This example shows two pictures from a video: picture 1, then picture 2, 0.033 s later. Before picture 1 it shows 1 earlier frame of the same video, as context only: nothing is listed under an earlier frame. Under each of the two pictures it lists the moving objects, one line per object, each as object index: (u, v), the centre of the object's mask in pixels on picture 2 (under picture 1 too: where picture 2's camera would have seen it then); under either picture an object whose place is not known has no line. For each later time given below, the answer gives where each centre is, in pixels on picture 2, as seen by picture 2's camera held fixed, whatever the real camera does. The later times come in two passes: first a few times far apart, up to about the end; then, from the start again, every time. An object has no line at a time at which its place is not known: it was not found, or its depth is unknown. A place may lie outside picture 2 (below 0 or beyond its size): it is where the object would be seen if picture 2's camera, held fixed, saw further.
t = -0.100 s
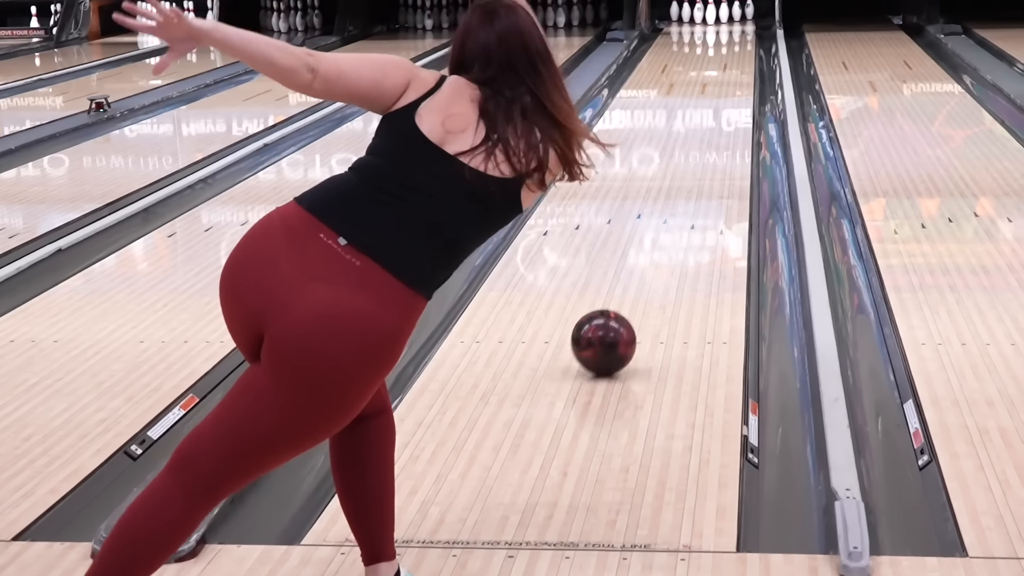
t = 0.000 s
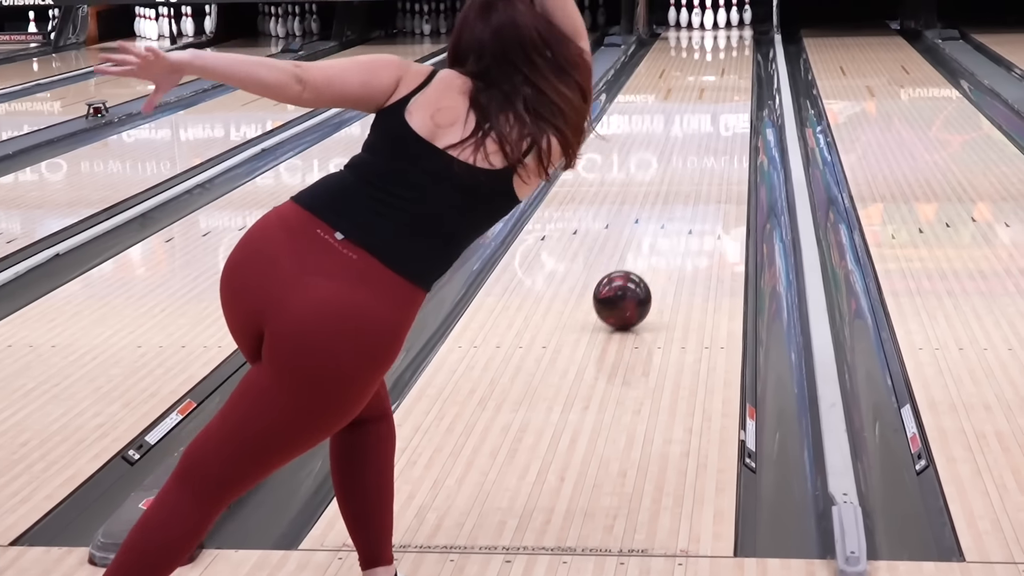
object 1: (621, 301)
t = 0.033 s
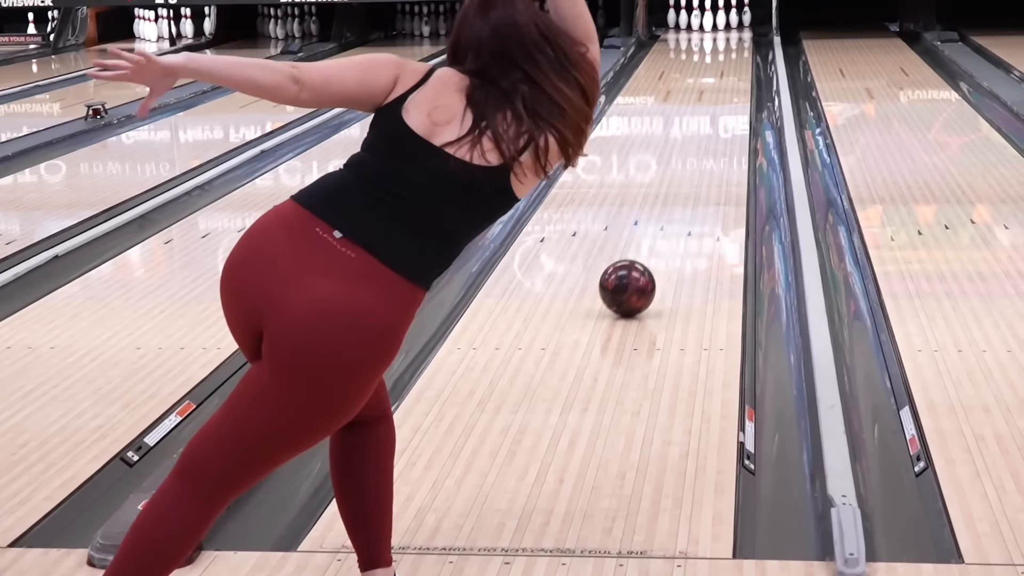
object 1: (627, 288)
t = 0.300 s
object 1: (663, 206)
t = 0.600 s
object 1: (686, 148)
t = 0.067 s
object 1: (633, 275)
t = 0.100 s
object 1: (638, 263)
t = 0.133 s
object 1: (643, 252)
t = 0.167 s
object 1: (648, 242)
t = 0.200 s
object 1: (652, 232)
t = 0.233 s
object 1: (656, 223)
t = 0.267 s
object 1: (659, 214)
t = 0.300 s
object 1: (663, 206)
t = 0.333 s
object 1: (667, 201)
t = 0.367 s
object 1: (670, 190)
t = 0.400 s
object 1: (672, 184)
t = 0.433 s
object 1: (675, 178)
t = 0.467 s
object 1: (677, 171)
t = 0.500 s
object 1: (680, 165)
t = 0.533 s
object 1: (682, 159)
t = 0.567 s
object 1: (684, 154)
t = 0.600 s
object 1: (686, 148)
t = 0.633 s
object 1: (688, 143)
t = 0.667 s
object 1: (690, 138)
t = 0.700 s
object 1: (692, 134)
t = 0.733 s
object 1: (693, 129)
